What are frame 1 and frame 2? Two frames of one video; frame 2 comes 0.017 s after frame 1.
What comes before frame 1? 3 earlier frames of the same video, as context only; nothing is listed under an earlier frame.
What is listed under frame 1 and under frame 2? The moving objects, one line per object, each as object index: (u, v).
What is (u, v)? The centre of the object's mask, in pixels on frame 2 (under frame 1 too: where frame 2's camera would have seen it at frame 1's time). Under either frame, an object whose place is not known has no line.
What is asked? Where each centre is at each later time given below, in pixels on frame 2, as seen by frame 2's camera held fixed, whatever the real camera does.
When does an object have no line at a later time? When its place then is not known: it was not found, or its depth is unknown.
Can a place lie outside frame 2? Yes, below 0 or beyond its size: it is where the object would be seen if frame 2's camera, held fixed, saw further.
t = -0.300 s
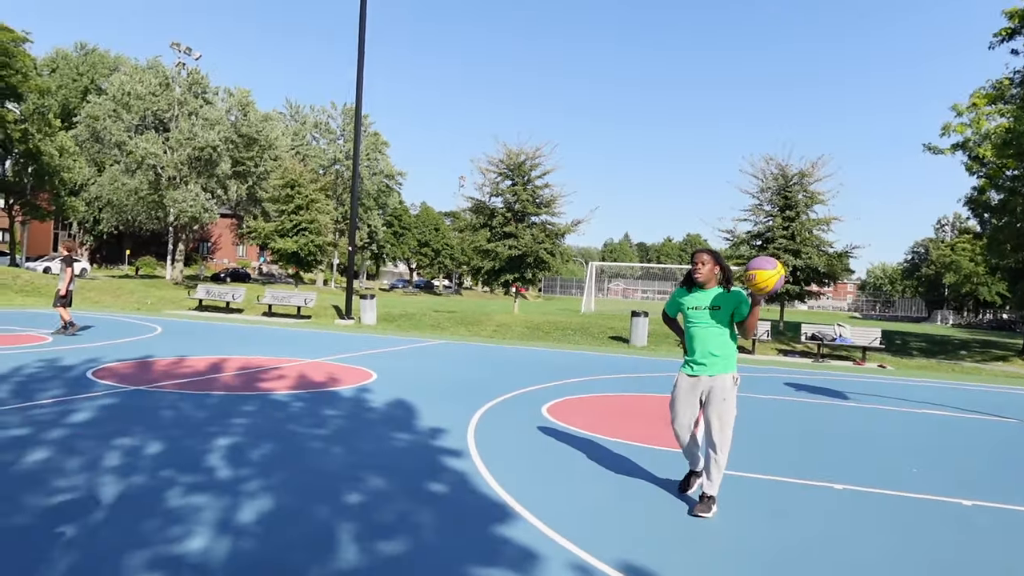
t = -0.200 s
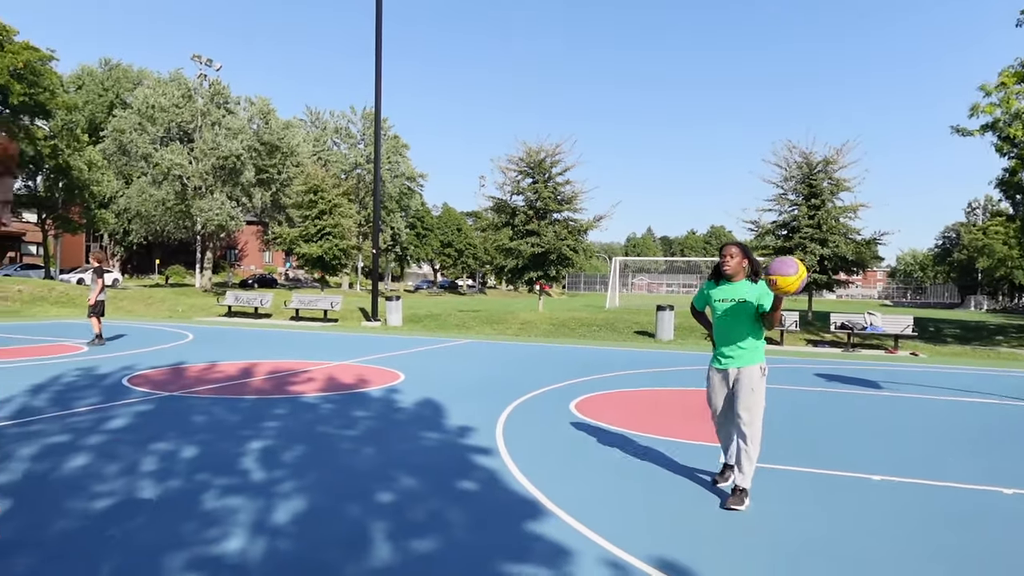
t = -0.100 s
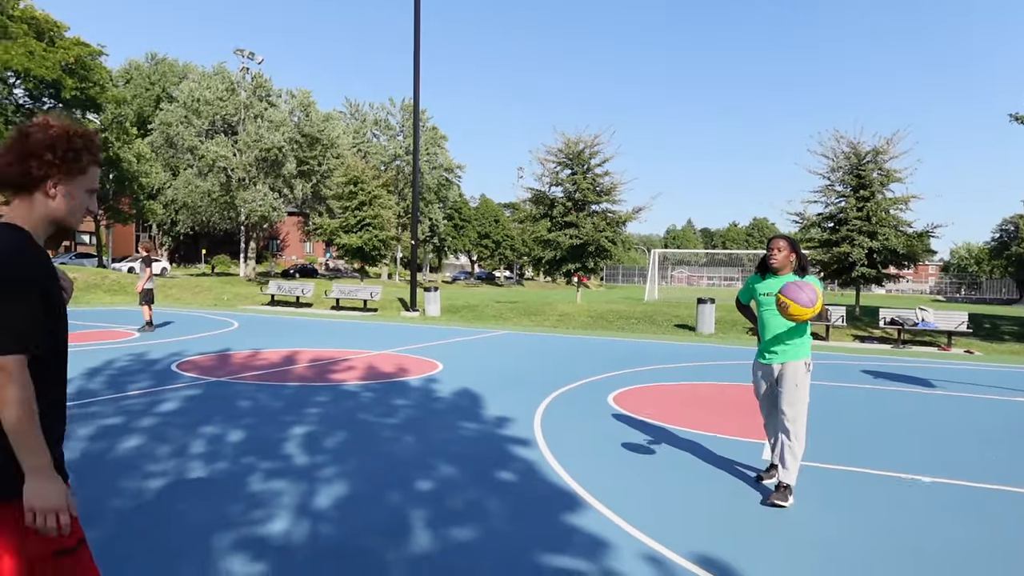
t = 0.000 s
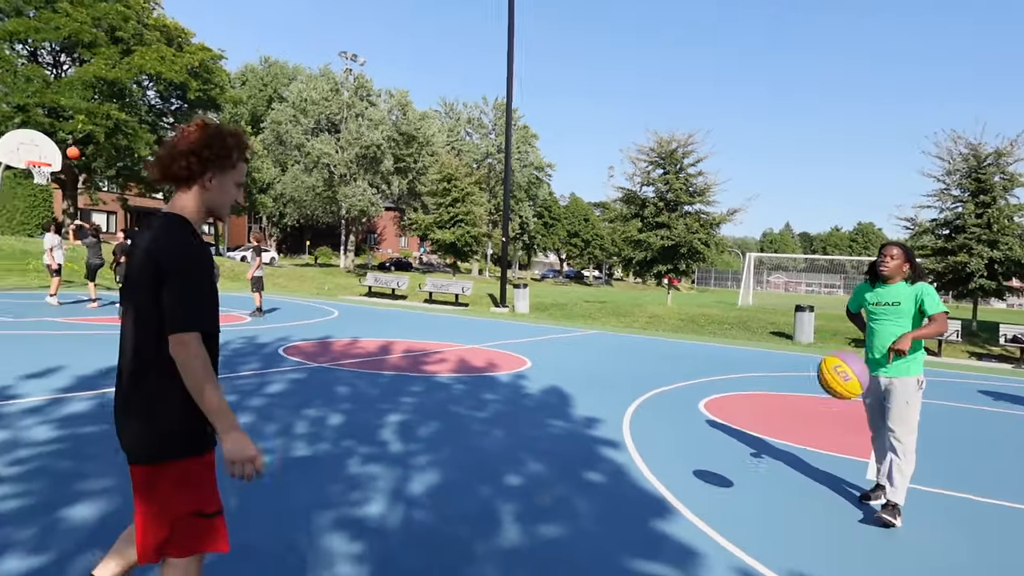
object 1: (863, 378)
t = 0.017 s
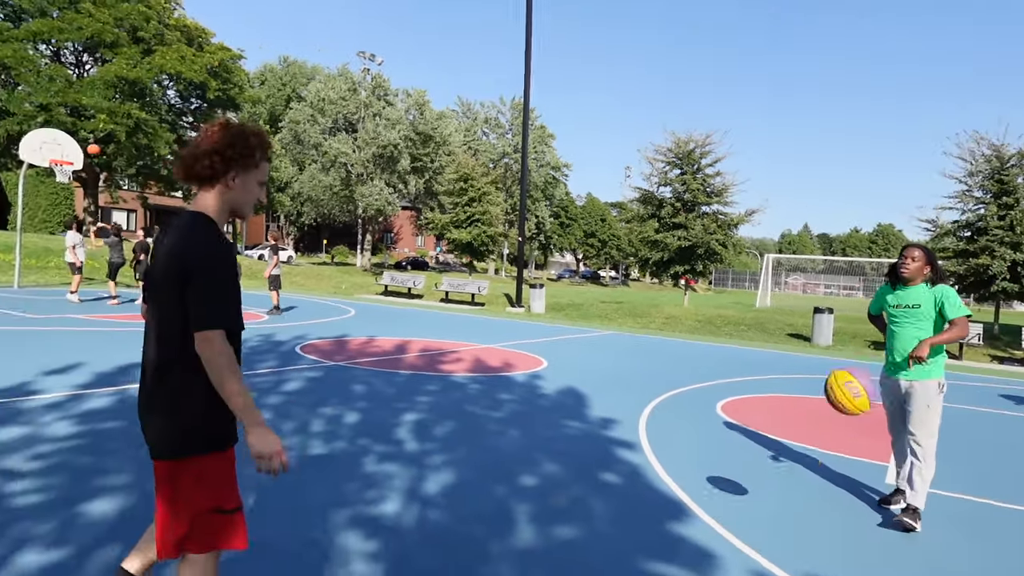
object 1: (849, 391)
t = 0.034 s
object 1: (835, 406)
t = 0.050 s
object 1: (822, 419)
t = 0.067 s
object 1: (809, 434)
